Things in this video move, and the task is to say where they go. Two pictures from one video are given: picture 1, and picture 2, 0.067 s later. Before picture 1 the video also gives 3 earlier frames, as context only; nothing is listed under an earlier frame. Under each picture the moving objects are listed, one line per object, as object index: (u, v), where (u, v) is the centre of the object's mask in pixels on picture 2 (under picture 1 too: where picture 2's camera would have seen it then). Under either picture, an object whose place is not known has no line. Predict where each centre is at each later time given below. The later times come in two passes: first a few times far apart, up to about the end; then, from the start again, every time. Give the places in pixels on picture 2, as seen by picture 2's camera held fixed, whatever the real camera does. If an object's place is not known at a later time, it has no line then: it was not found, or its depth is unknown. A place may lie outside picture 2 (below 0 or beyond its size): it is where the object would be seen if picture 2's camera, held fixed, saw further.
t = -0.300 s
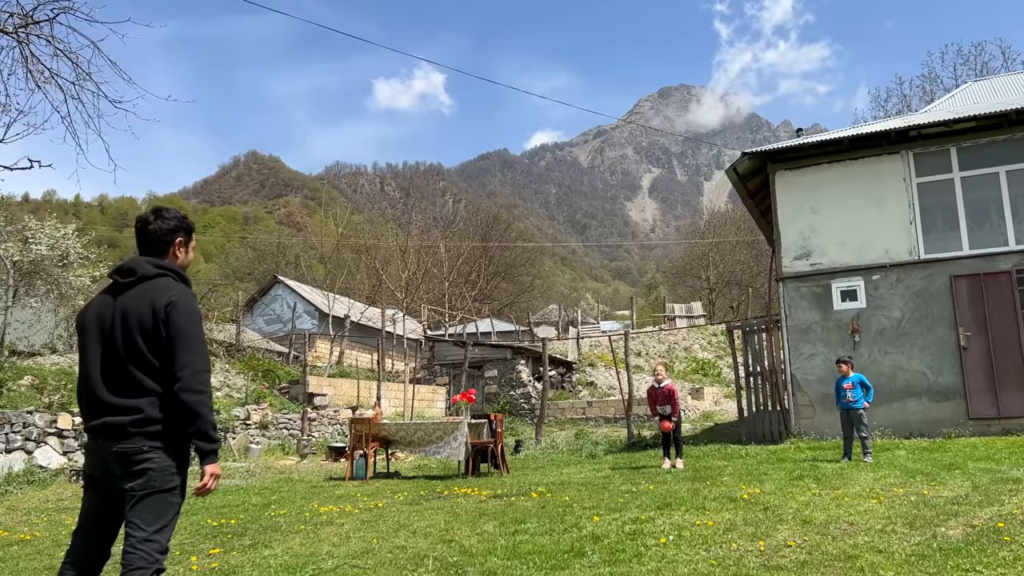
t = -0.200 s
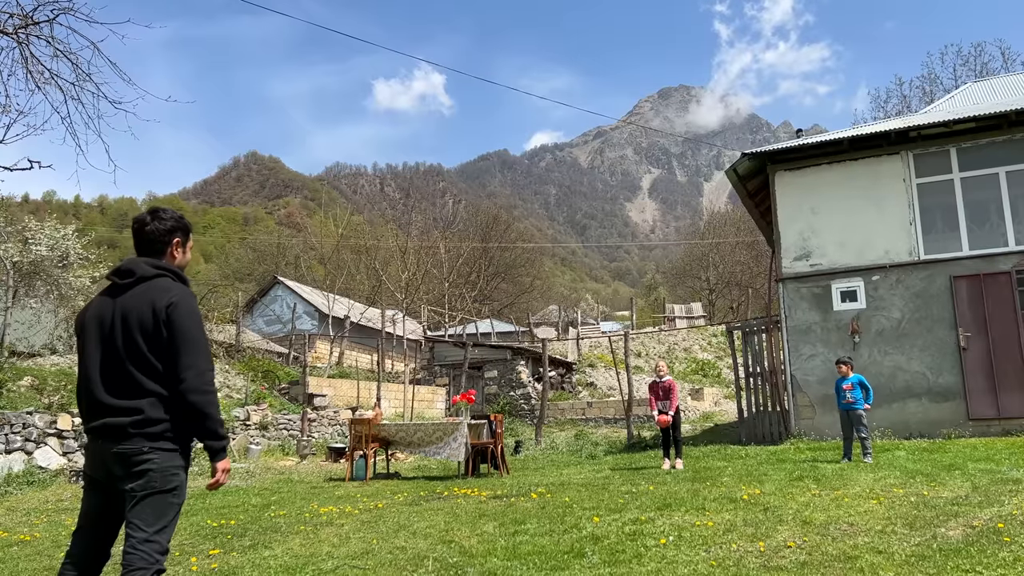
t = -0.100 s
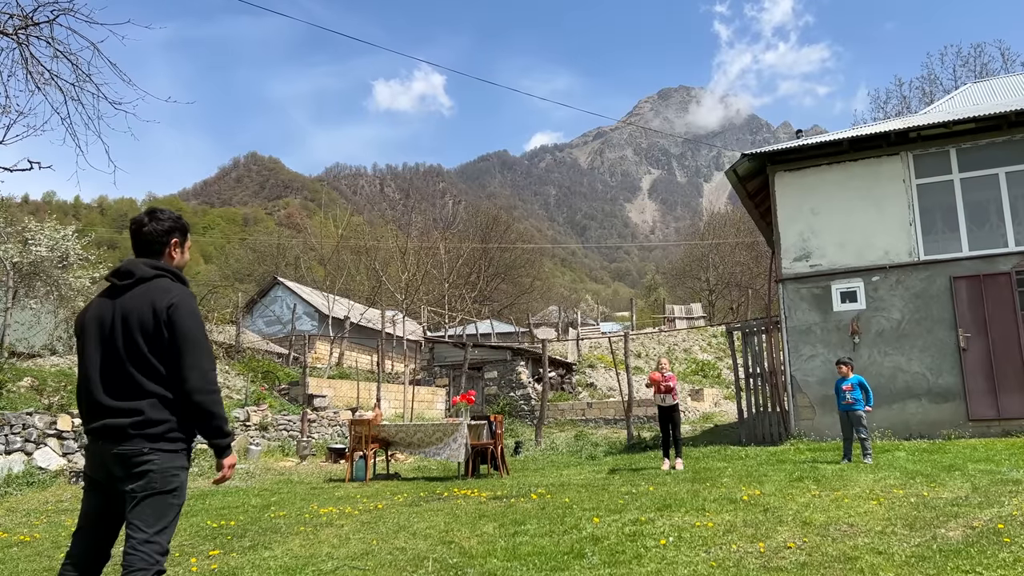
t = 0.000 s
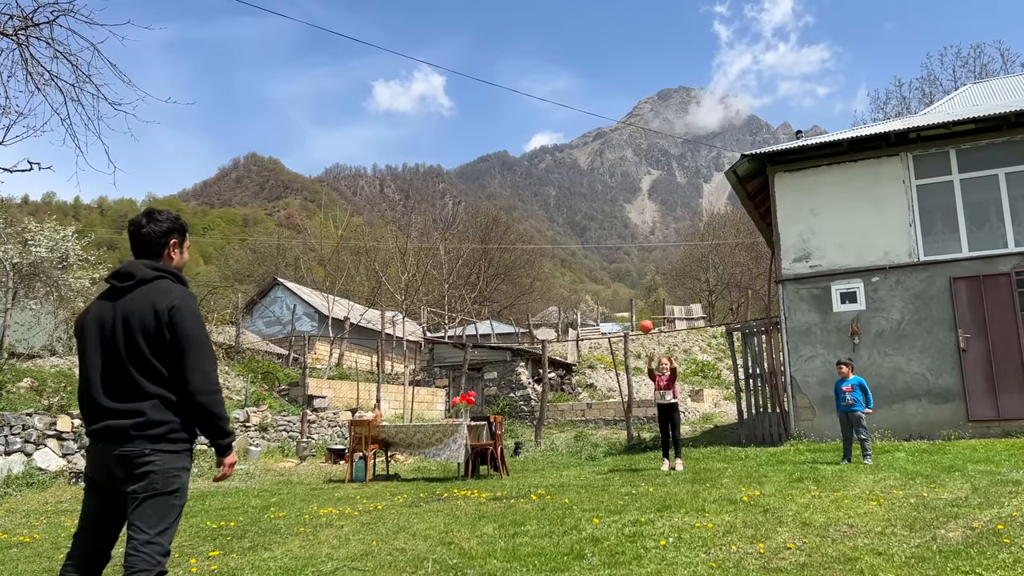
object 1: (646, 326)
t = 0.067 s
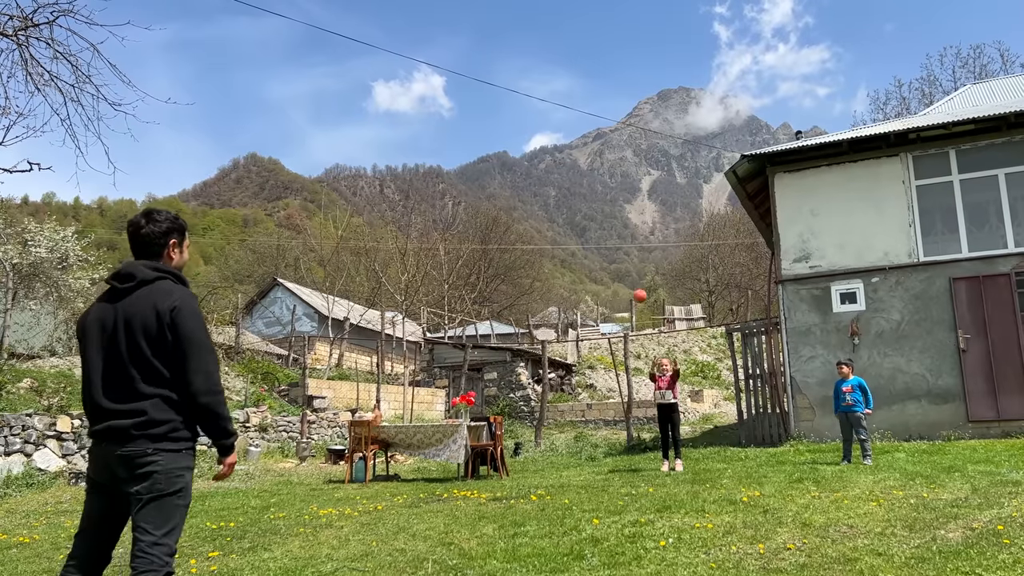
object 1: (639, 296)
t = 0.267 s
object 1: (621, 223)
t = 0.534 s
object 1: (594, 176)
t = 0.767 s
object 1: (567, 190)
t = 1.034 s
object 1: (530, 295)
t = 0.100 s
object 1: (637, 282)
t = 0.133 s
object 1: (633, 268)
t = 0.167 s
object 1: (631, 256)
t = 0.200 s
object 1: (627, 245)
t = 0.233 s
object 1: (624, 233)
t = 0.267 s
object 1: (621, 223)
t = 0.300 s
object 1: (618, 214)
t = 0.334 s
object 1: (615, 205)
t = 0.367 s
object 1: (612, 198)
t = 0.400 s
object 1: (608, 192)
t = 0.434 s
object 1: (605, 186)
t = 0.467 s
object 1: (601, 182)
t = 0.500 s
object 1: (598, 178)
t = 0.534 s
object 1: (594, 176)
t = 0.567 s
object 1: (591, 174)
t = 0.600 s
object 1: (587, 174)
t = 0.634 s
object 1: (583, 174)
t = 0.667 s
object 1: (579, 176)
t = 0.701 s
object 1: (575, 179)
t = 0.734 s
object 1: (571, 184)
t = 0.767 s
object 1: (567, 190)
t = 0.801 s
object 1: (563, 198)
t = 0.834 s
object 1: (558, 207)
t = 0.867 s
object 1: (554, 217)
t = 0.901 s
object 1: (549, 229)
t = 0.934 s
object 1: (545, 243)
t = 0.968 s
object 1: (541, 258)
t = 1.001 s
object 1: (536, 275)
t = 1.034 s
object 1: (530, 295)
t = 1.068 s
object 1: (525, 317)
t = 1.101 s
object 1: (519, 341)
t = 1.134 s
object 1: (513, 368)
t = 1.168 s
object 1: (506, 397)
